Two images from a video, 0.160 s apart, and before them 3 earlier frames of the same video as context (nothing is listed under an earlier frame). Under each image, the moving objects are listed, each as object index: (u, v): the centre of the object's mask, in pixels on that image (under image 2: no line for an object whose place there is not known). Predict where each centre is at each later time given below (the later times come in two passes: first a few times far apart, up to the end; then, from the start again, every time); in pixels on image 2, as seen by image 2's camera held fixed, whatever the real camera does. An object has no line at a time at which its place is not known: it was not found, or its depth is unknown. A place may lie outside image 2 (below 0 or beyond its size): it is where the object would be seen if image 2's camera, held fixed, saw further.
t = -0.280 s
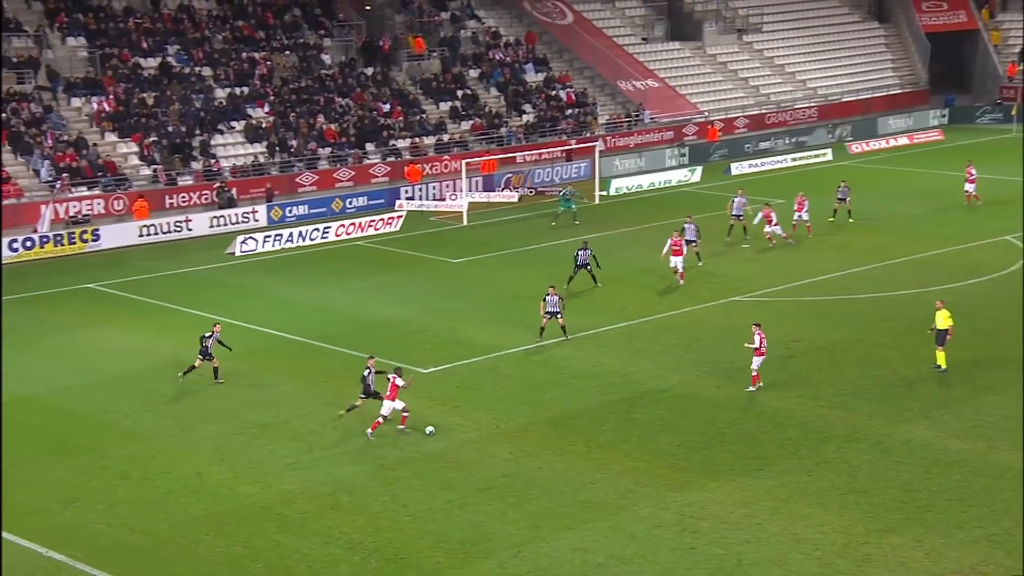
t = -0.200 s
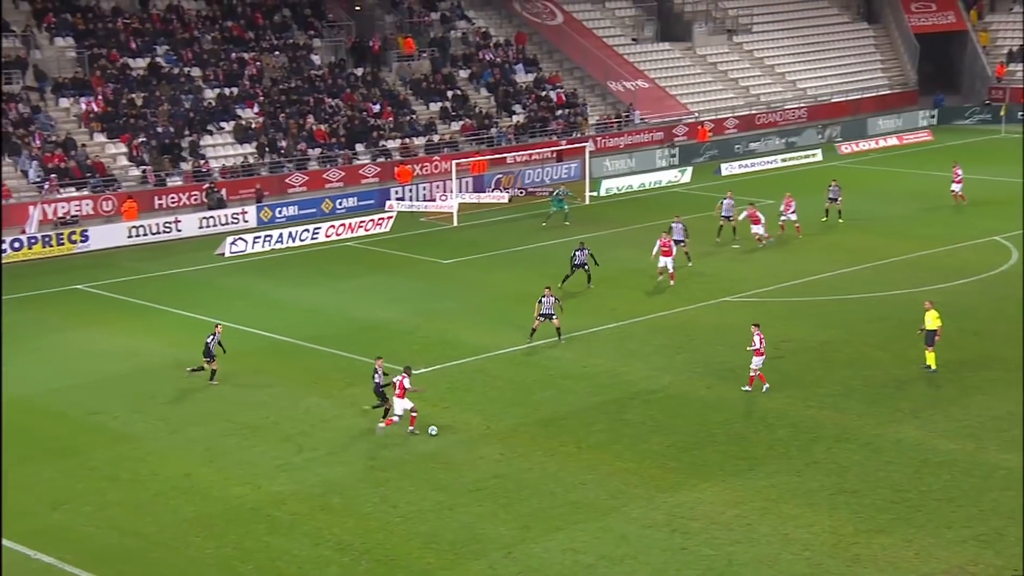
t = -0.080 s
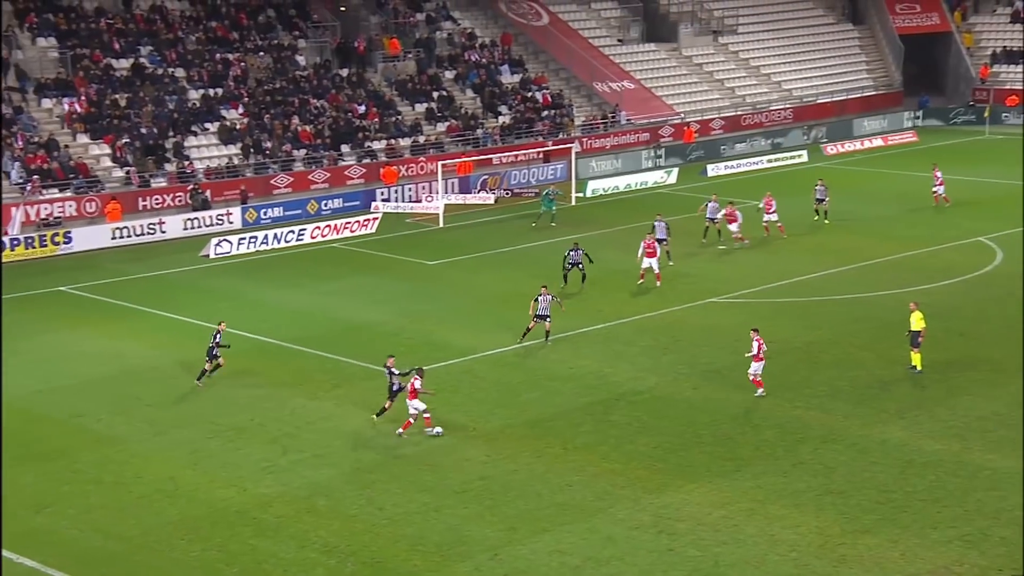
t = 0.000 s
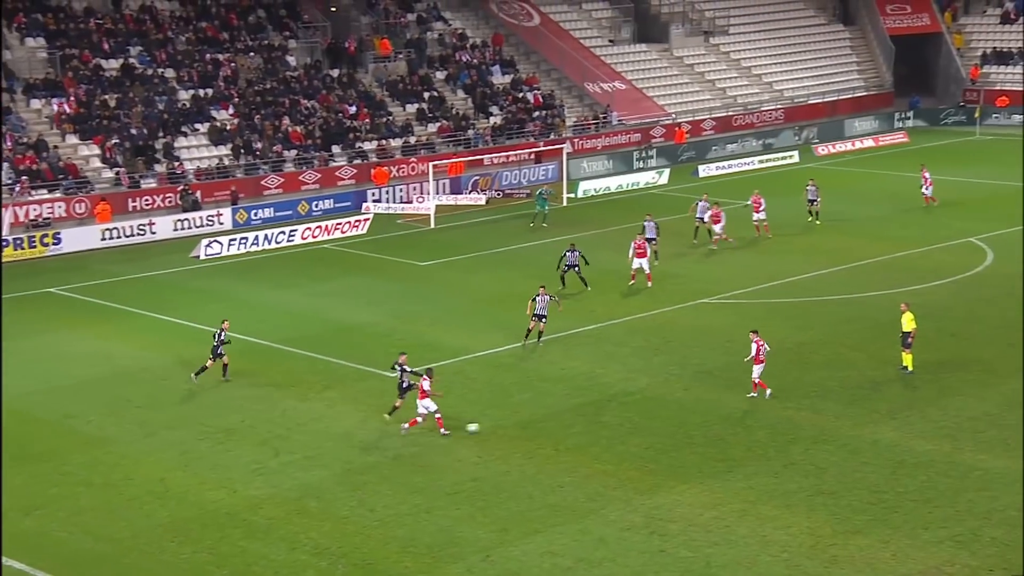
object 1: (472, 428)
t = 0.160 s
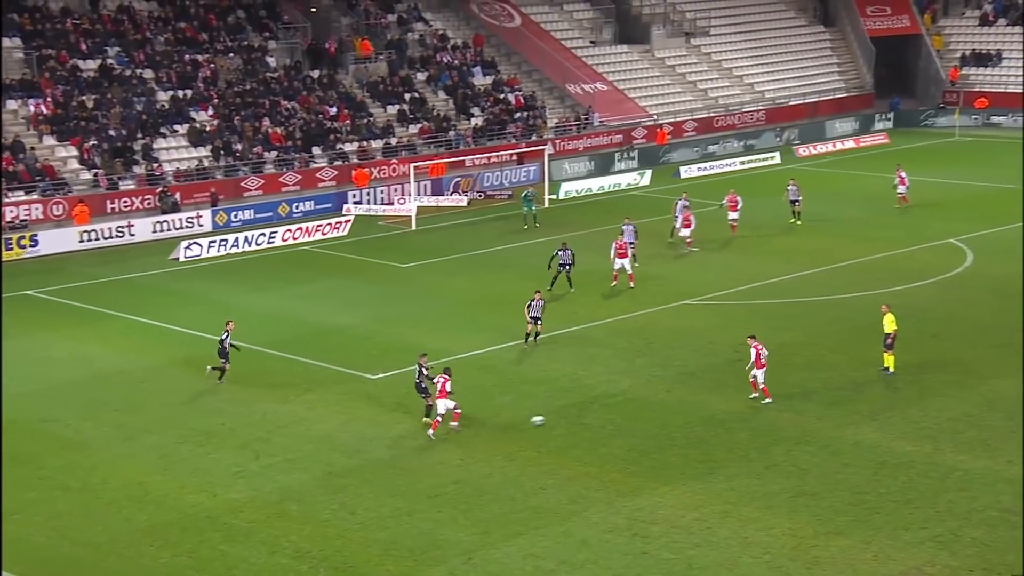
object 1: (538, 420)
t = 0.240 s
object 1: (575, 415)
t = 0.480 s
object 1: (677, 403)
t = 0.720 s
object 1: (763, 392)
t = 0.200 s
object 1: (557, 418)
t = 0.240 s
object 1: (575, 415)
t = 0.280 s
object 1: (593, 413)
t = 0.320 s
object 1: (611, 411)
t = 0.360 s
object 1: (629, 410)
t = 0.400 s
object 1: (645, 408)
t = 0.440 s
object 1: (662, 405)
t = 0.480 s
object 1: (677, 403)
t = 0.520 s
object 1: (692, 401)
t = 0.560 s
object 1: (708, 400)
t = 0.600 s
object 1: (722, 399)
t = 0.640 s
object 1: (736, 396)
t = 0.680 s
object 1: (750, 393)
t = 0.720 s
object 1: (763, 392)
